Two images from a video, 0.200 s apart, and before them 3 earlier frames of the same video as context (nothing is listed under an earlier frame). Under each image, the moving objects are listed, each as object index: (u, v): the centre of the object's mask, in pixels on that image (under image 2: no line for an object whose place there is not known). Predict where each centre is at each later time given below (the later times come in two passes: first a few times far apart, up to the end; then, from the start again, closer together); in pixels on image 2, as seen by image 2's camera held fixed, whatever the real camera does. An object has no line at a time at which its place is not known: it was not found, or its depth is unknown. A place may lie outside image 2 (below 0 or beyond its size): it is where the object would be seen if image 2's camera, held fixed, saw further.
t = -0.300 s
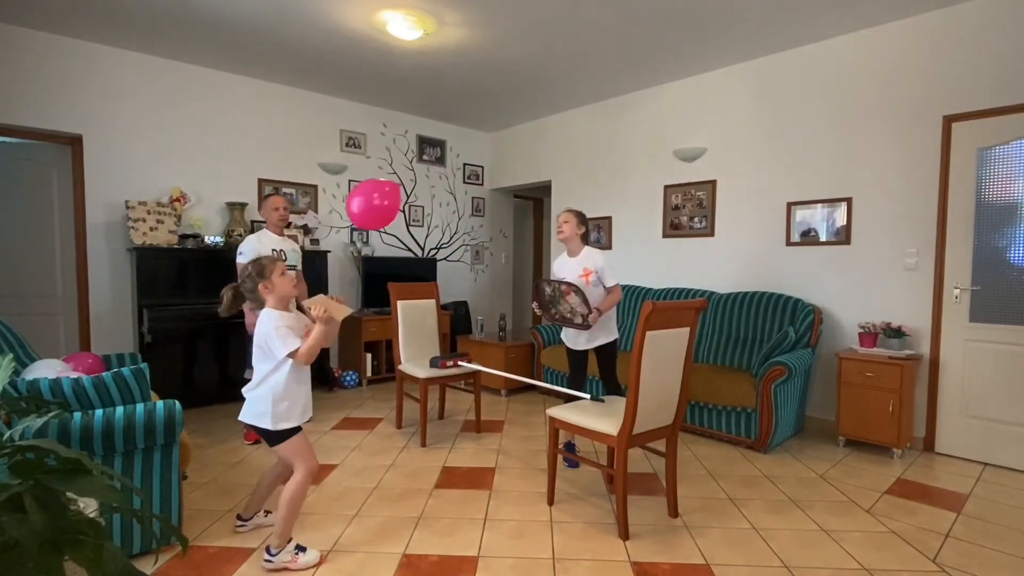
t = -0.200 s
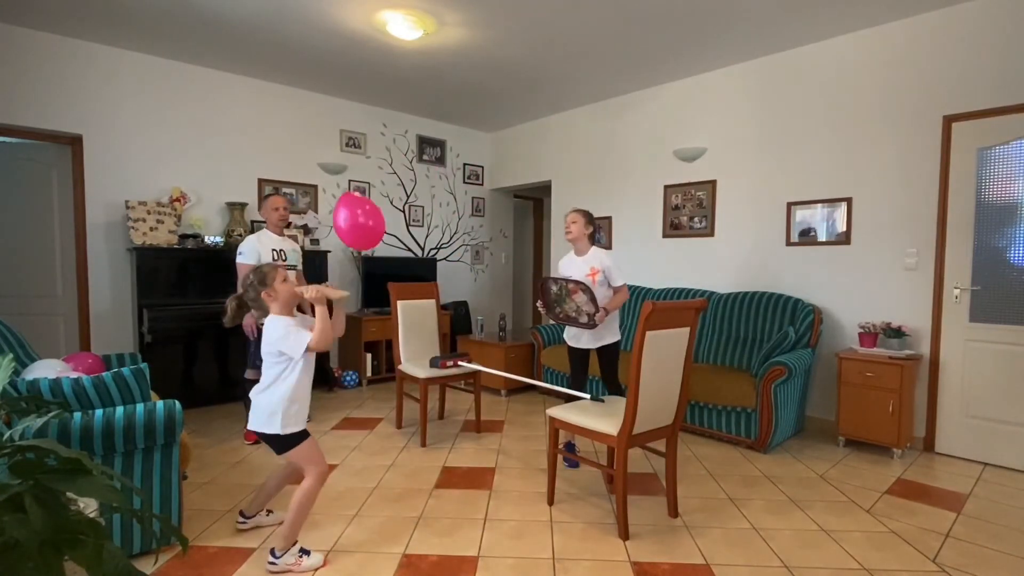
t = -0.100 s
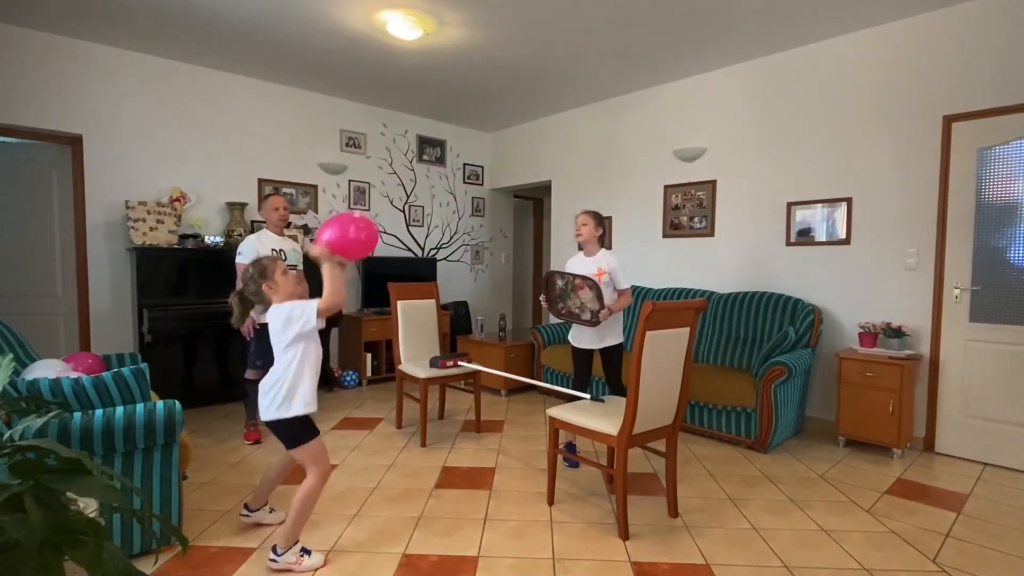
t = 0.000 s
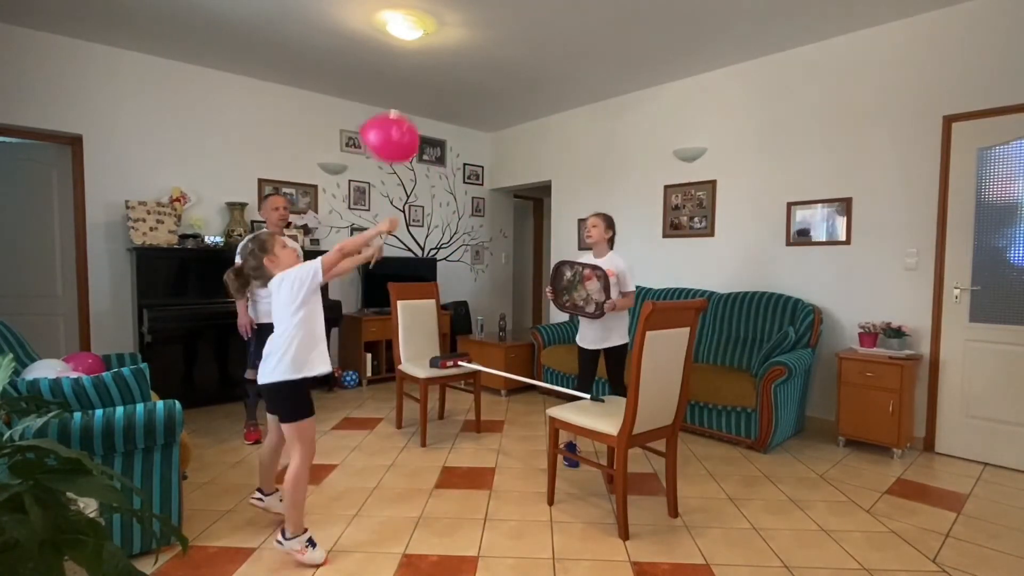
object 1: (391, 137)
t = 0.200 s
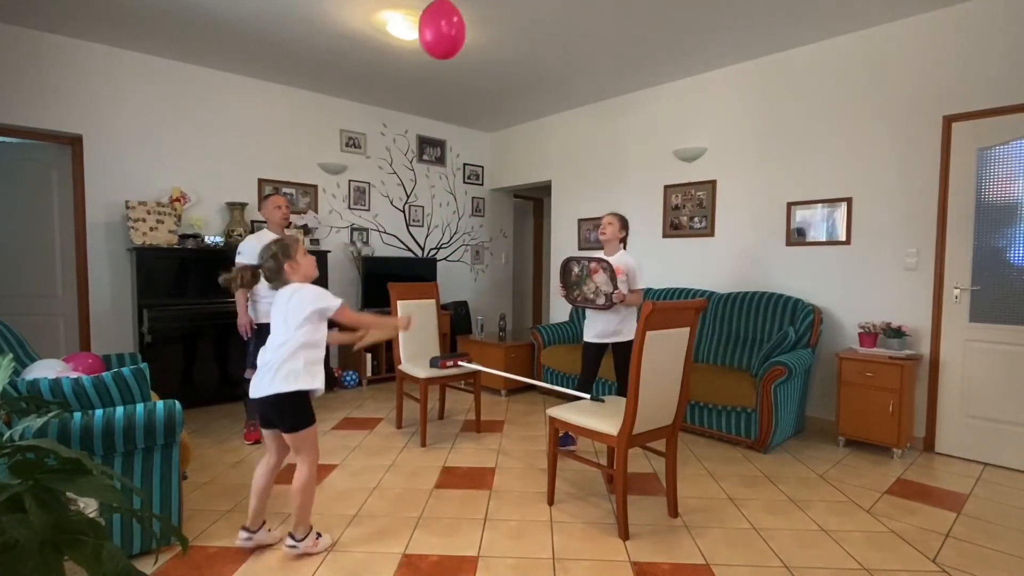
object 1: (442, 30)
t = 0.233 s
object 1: (449, 24)
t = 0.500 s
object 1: (482, 12)
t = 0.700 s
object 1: (488, 15)
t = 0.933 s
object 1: (494, 35)
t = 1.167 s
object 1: (497, 81)
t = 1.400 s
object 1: (494, 142)
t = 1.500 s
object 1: (493, 172)
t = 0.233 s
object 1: (449, 24)
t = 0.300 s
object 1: (460, 18)
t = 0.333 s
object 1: (464, 16)
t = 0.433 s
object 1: (477, 12)
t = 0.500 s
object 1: (482, 12)
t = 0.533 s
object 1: (483, 12)
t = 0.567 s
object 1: (484, 13)
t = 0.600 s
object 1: (485, 14)
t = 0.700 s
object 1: (488, 15)
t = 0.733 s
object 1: (490, 16)
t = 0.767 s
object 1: (491, 17)
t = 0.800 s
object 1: (492, 19)
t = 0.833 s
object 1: (493, 22)
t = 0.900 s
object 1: (494, 30)
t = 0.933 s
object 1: (494, 35)
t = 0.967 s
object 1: (495, 41)
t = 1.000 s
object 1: (495, 47)
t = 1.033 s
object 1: (496, 53)
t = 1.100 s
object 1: (497, 66)
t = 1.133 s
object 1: (497, 74)
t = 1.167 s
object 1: (497, 81)
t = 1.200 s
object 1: (497, 88)
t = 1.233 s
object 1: (497, 96)
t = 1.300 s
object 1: (496, 113)
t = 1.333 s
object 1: (495, 122)
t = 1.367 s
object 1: (495, 132)
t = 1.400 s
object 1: (494, 142)
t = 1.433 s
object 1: (493, 152)
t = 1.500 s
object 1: (493, 172)
